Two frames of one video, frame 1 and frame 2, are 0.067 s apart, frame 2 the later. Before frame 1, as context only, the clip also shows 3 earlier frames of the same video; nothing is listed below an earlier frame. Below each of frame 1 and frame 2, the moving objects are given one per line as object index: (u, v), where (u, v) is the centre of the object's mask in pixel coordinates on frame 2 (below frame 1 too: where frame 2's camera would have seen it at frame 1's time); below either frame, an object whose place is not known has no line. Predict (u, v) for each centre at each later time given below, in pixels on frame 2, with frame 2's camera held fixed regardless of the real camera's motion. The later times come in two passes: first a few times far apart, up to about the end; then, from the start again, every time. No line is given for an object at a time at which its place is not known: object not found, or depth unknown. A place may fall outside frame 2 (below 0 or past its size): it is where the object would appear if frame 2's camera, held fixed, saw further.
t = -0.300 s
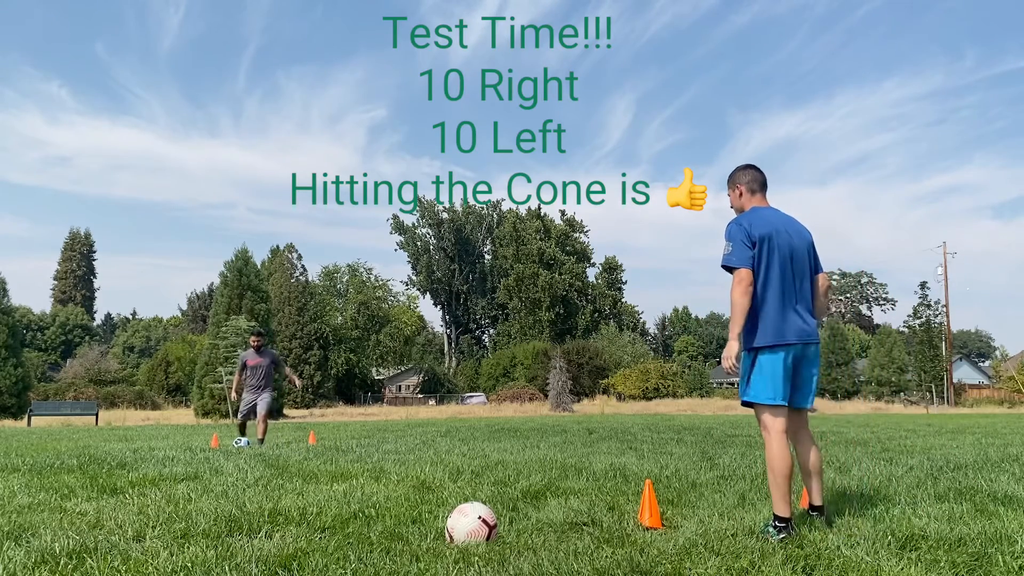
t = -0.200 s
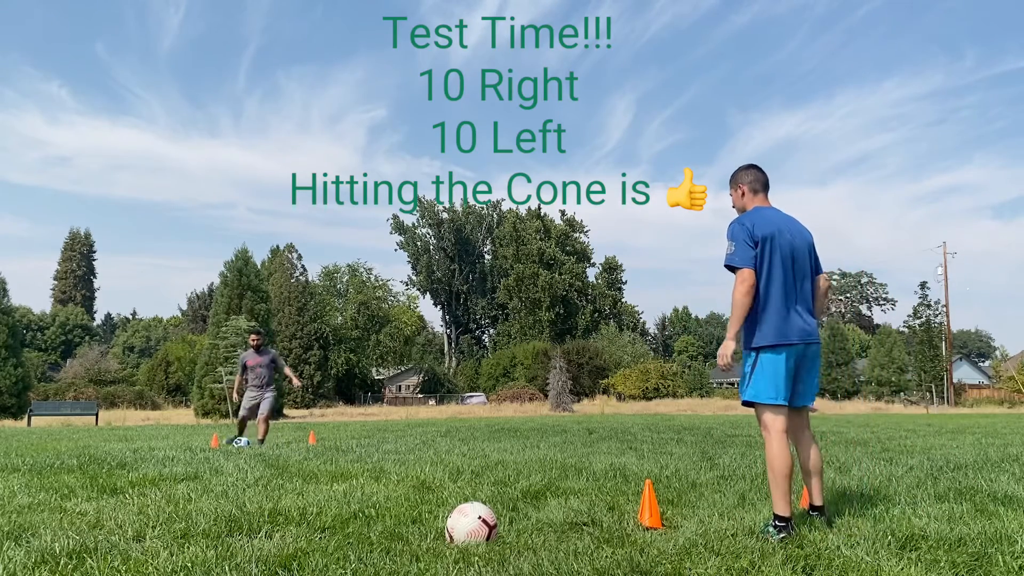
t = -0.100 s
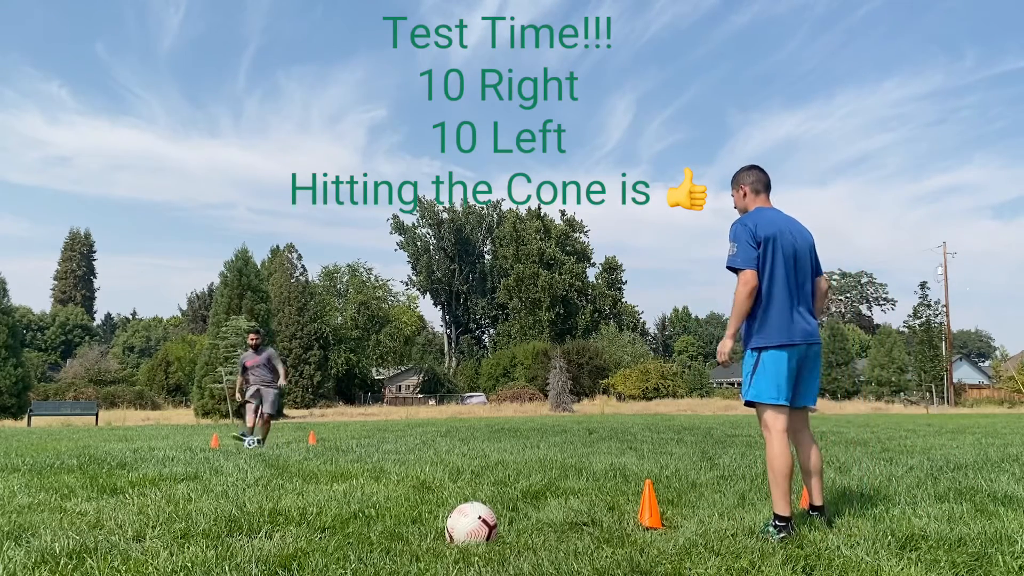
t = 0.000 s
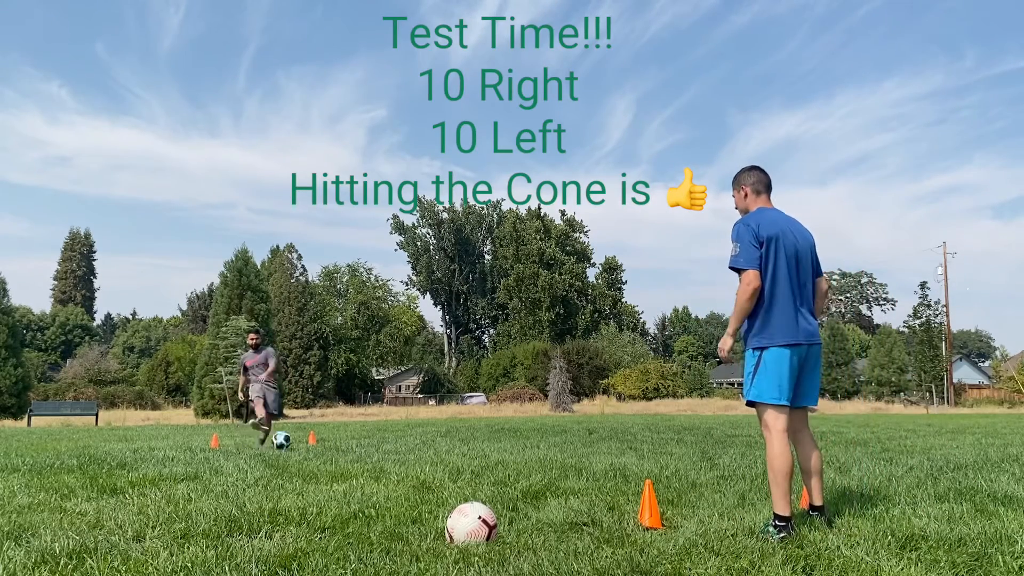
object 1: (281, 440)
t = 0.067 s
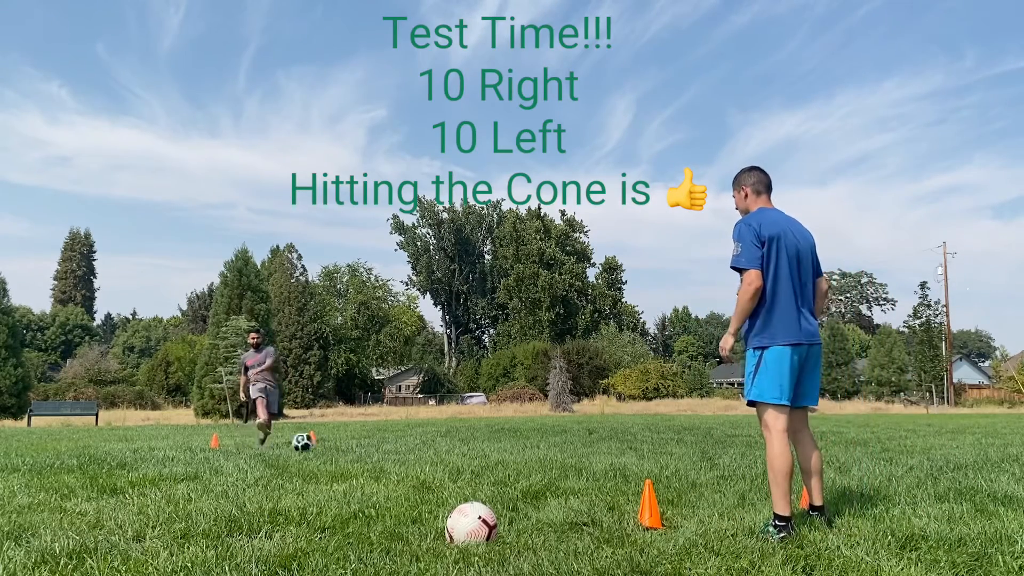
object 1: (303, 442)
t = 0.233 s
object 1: (359, 454)
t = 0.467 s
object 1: (431, 456)
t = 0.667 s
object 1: (500, 465)
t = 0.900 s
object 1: (587, 474)
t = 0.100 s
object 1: (314, 444)
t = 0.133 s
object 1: (325, 447)
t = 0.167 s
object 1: (337, 450)
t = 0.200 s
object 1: (349, 453)
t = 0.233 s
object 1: (359, 454)
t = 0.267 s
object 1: (368, 453)
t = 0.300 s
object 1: (379, 453)
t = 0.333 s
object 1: (389, 453)
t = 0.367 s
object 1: (400, 453)
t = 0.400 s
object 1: (410, 455)
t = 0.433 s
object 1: (422, 456)
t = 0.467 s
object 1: (431, 456)
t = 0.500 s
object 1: (442, 457)
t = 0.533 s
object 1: (453, 458)
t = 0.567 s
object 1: (465, 459)
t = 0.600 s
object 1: (476, 461)
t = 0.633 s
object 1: (489, 463)
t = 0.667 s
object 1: (500, 465)
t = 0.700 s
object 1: (512, 466)
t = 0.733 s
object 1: (524, 466)
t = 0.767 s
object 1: (537, 468)
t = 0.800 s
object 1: (548, 469)
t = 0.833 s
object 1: (561, 468)
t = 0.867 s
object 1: (574, 470)
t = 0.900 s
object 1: (587, 474)
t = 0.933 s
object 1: (601, 477)
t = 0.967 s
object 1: (616, 479)
